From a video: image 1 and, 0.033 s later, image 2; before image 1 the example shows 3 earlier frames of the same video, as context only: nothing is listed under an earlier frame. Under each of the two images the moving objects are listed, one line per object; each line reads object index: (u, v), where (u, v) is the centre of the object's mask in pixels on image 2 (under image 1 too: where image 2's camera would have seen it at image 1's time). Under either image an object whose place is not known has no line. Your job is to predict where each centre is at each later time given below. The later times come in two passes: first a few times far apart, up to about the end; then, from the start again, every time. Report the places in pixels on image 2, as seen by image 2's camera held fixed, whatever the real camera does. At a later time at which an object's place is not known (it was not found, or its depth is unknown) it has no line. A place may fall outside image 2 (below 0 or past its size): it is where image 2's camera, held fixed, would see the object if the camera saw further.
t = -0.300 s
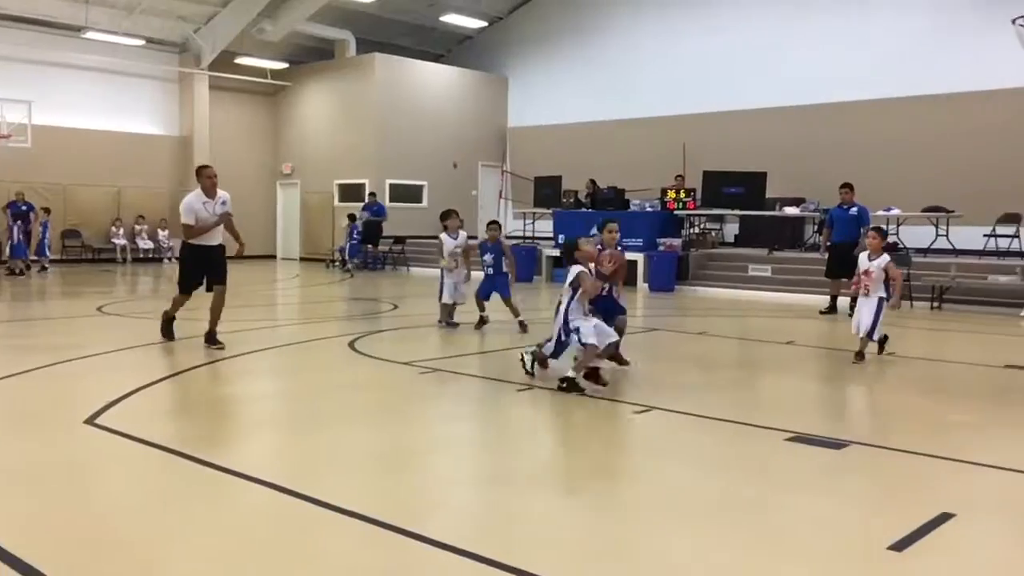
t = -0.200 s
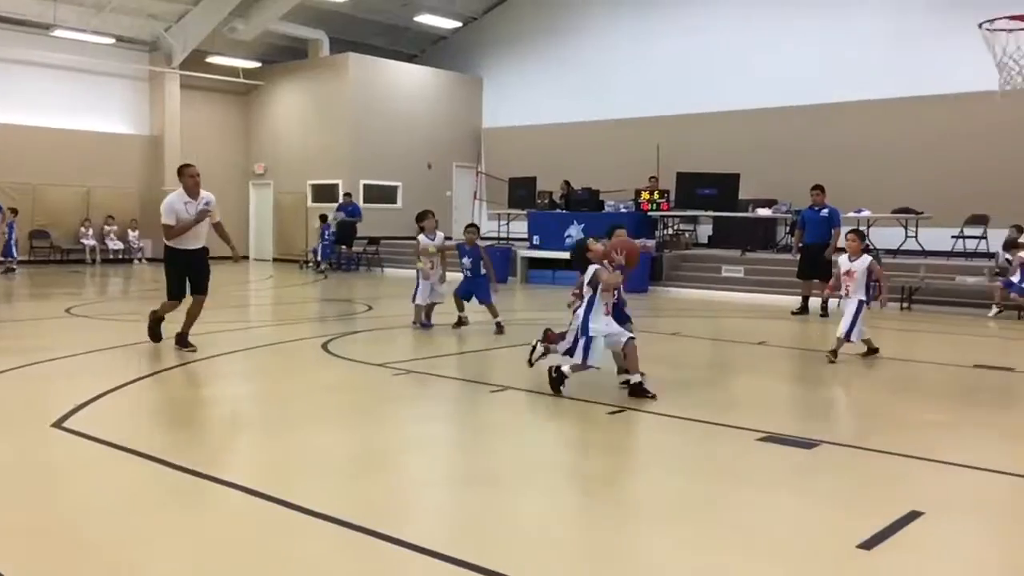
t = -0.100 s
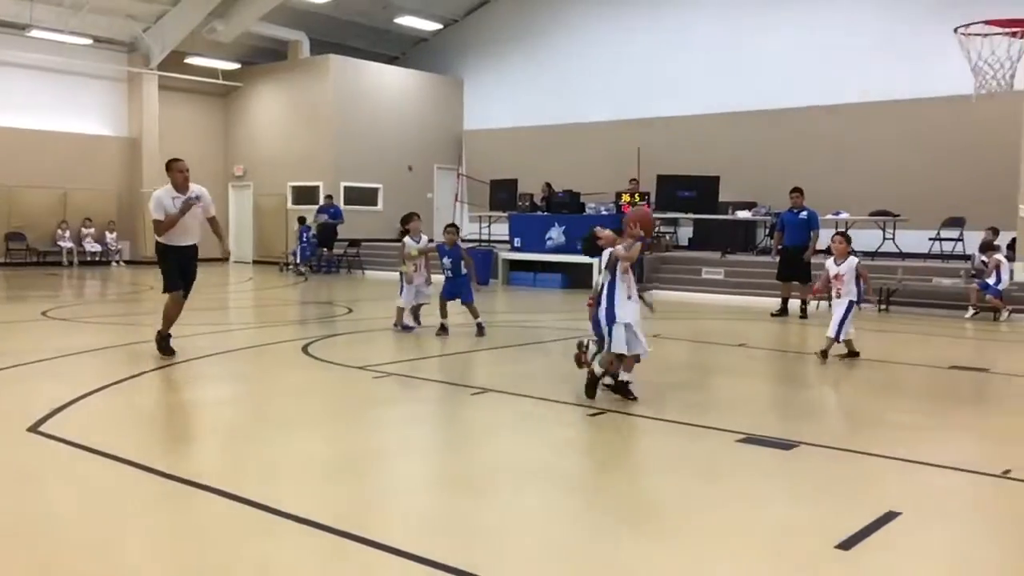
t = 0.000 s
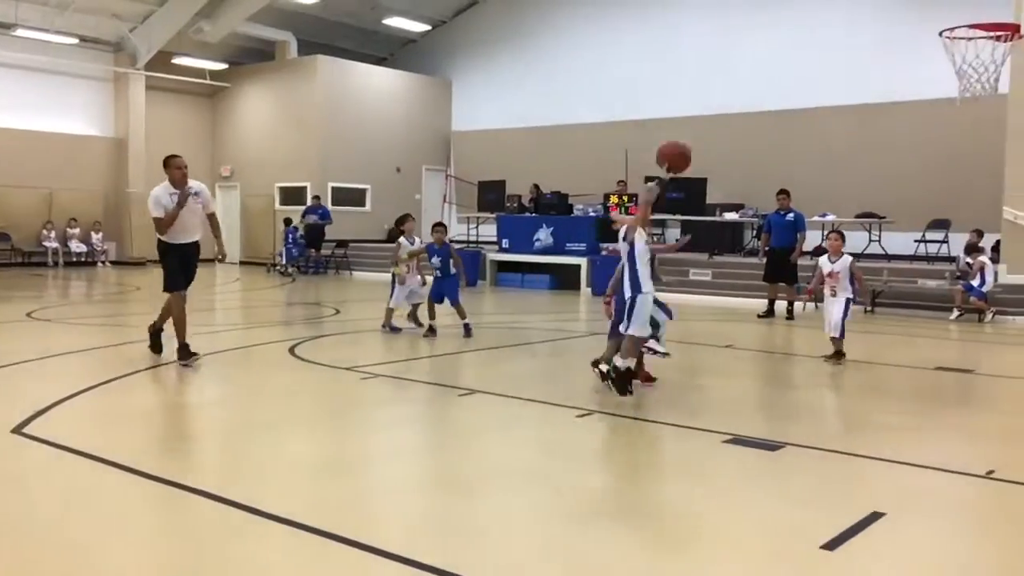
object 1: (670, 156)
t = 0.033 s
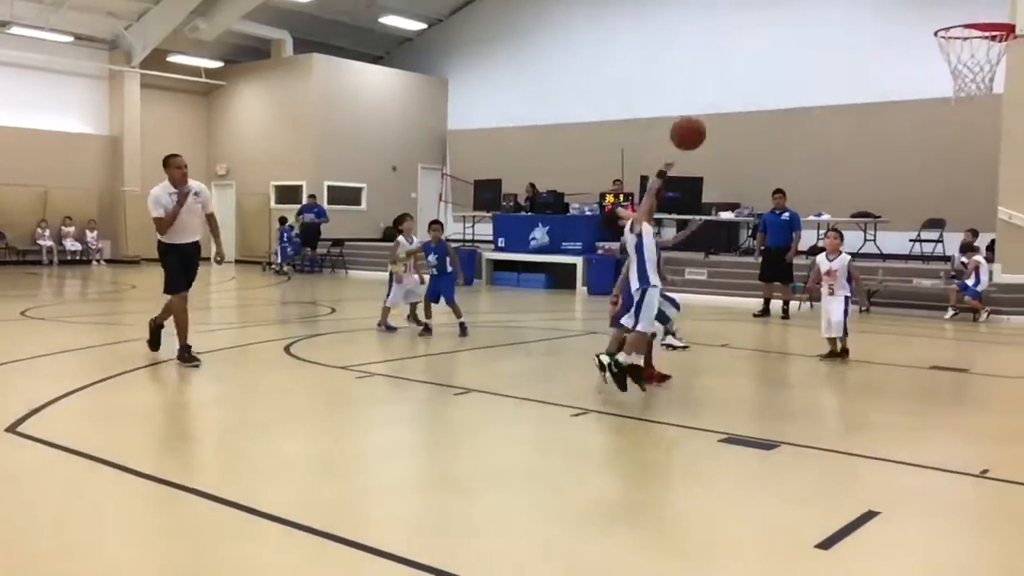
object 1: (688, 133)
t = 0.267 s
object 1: (817, 14)
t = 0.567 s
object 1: (985, -11)
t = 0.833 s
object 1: (1004, -20)
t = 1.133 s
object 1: (968, 72)
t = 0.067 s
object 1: (706, 111)
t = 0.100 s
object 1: (725, 91)
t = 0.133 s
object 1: (743, 72)
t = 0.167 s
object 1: (761, 55)
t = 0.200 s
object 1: (780, 39)
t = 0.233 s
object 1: (799, 26)
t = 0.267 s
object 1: (817, 14)
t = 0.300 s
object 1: (835, 5)
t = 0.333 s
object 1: (854, -4)
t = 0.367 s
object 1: (873, -10)
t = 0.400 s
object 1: (891, -15)
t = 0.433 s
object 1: (910, -18)
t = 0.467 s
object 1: (929, -19)
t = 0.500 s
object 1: (947, -18)
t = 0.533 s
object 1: (966, -15)
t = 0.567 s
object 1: (985, -11)
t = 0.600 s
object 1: (1001, -5)
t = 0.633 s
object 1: (1010, 3)
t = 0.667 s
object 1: (1008, 3)
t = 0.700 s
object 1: (1010, -10)
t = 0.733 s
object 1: (1009, -17)
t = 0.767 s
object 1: (1007, -20)
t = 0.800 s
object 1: (1006, -21)
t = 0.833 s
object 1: (1004, -20)
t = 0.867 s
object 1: (1001, -18)
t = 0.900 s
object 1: (999, -14)
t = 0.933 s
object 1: (996, -9)
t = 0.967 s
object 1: (992, 0)
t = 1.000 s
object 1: (987, 11)
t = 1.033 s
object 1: (983, 22)
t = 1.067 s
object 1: (978, 38)
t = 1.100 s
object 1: (972, 55)
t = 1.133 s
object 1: (968, 72)
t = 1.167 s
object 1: (963, 91)
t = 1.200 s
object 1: (959, 111)
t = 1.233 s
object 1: (954, 134)
